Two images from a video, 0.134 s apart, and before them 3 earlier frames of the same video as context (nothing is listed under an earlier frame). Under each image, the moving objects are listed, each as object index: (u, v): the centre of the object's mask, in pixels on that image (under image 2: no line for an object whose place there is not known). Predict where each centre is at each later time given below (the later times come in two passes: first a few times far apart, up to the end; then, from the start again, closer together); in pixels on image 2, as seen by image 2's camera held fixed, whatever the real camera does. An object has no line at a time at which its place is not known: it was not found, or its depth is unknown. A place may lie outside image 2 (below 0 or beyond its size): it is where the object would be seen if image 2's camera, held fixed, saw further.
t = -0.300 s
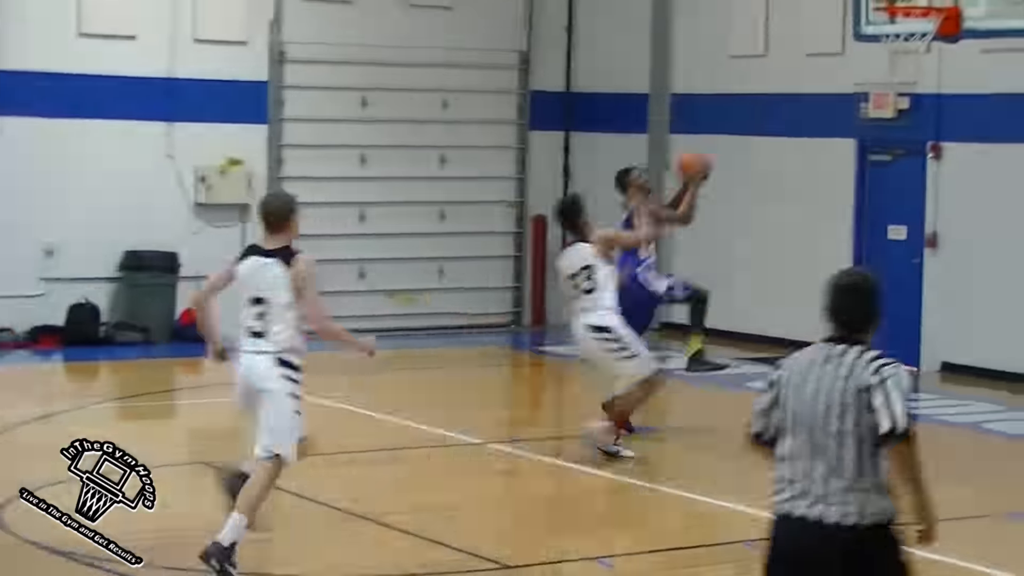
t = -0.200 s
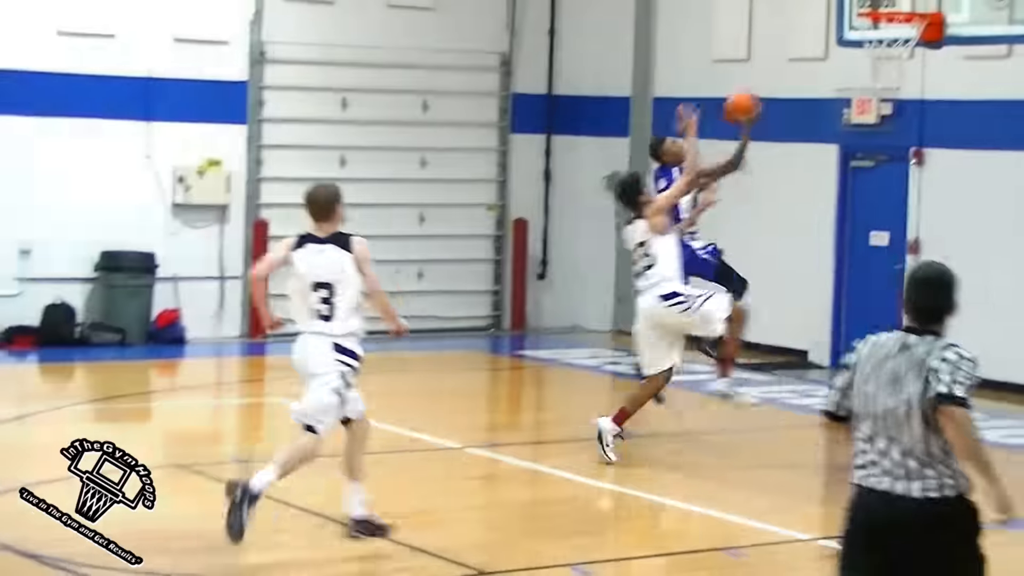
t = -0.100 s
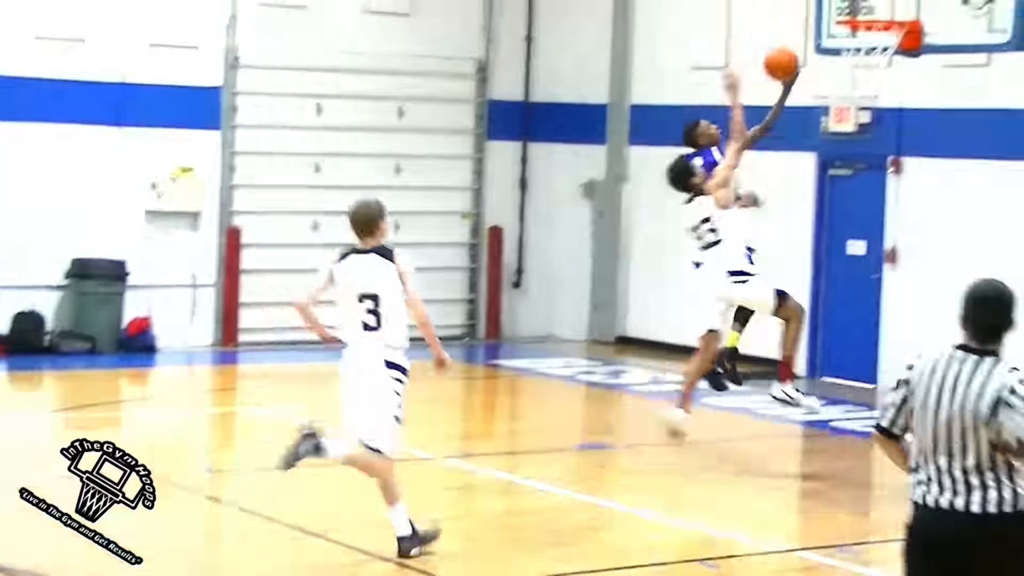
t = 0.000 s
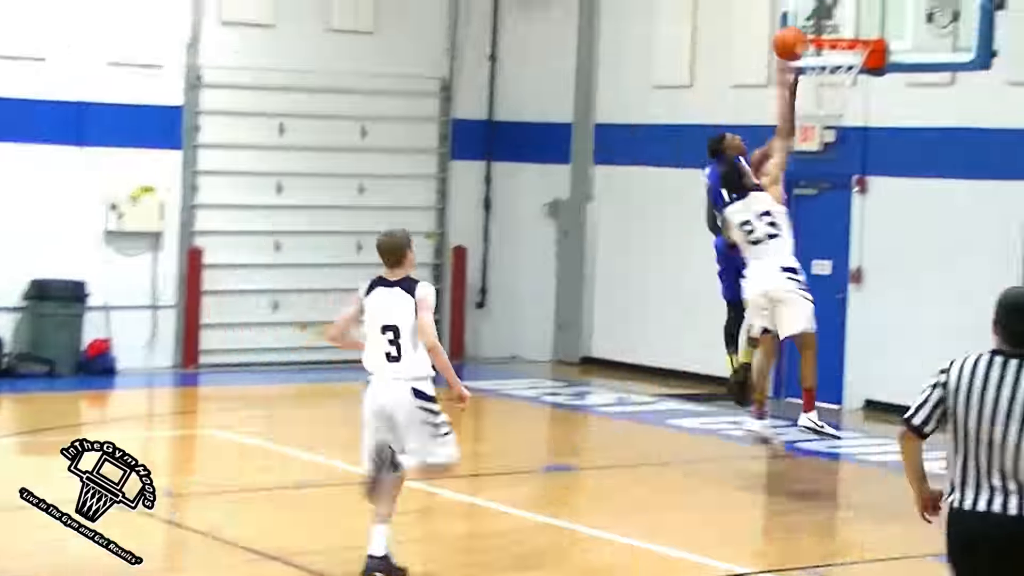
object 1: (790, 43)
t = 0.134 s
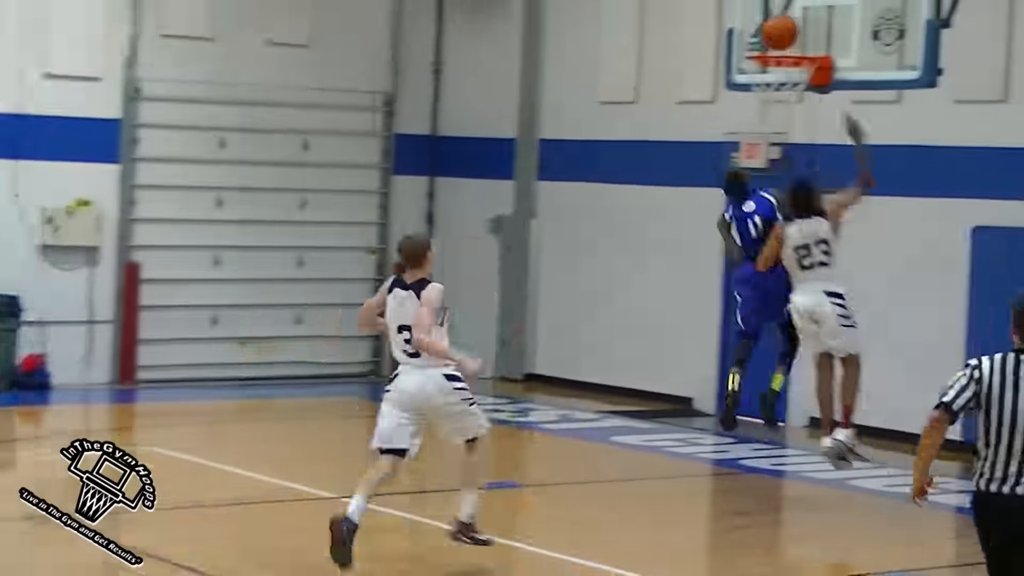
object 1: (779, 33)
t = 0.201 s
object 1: (776, 28)
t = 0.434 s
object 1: (778, 39)
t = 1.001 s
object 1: (764, 144)
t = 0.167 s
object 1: (778, 29)
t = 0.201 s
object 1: (776, 28)
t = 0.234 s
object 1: (775, 27)
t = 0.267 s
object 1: (773, 29)
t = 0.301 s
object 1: (772, 32)
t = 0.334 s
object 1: (769, 37)
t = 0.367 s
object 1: (767, 41)
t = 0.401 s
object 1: (771, 40)
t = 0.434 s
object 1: (778, 39)
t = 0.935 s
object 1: (763, 116)
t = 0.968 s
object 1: (764, 131)
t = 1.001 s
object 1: (764, 144)
